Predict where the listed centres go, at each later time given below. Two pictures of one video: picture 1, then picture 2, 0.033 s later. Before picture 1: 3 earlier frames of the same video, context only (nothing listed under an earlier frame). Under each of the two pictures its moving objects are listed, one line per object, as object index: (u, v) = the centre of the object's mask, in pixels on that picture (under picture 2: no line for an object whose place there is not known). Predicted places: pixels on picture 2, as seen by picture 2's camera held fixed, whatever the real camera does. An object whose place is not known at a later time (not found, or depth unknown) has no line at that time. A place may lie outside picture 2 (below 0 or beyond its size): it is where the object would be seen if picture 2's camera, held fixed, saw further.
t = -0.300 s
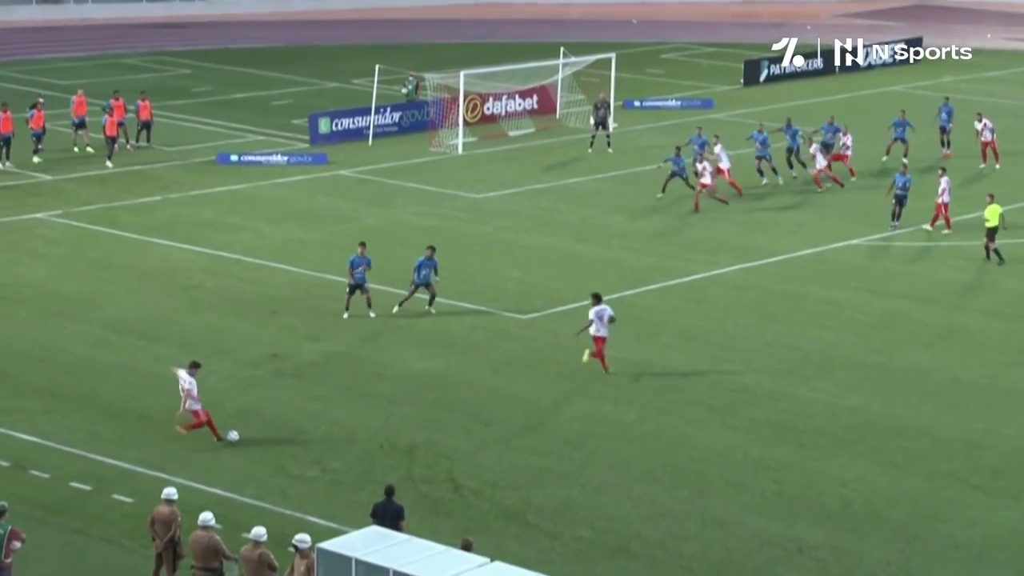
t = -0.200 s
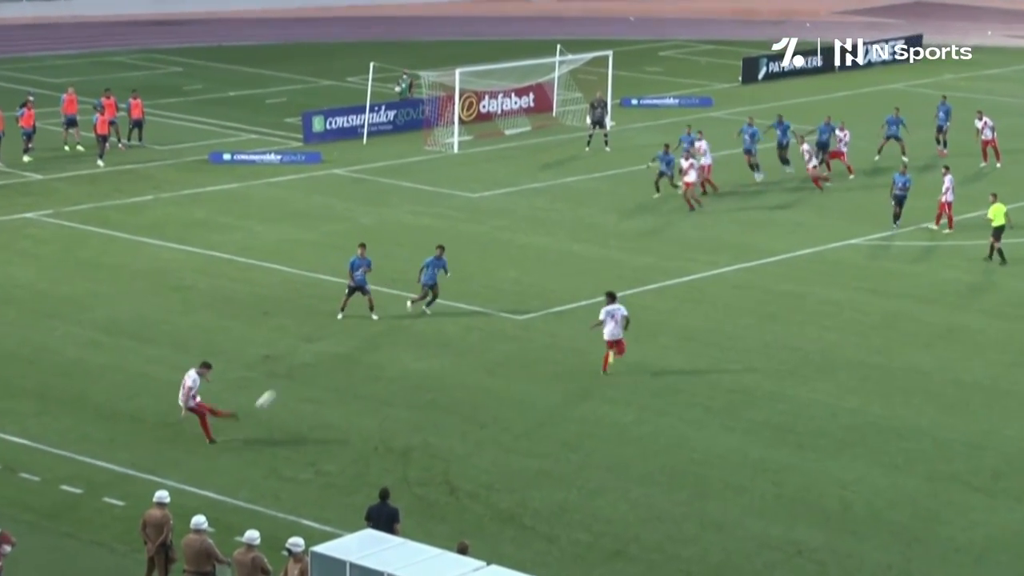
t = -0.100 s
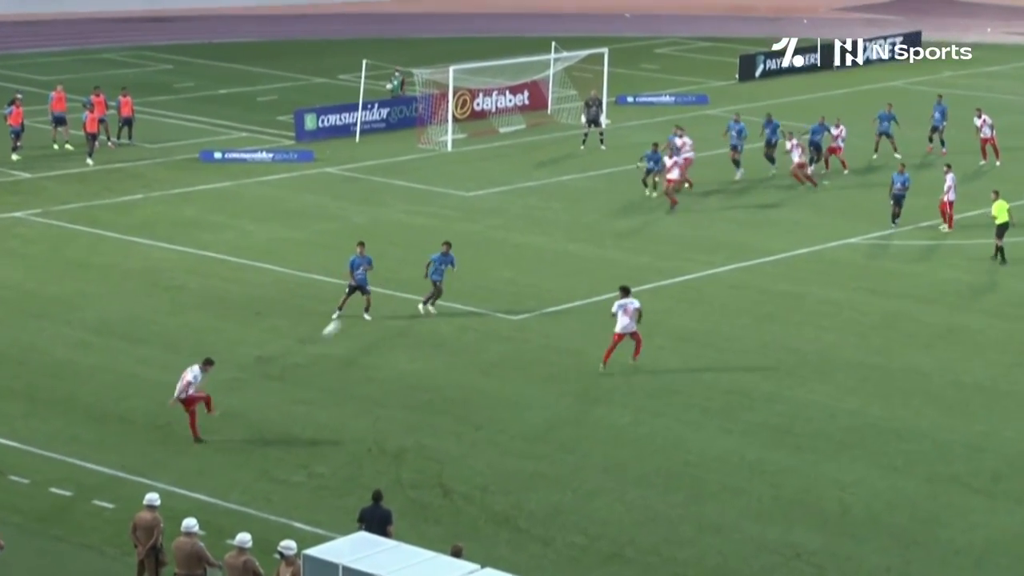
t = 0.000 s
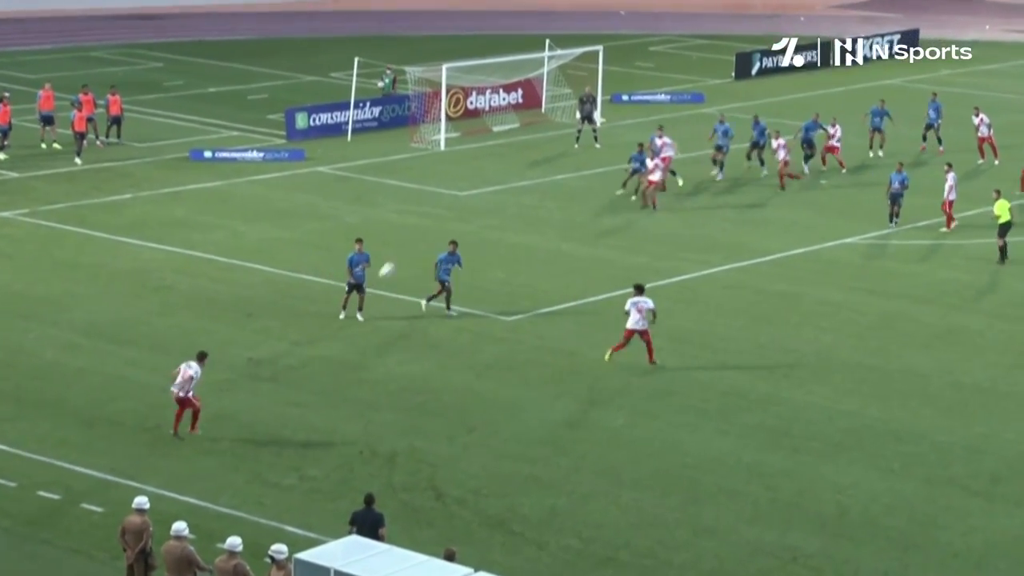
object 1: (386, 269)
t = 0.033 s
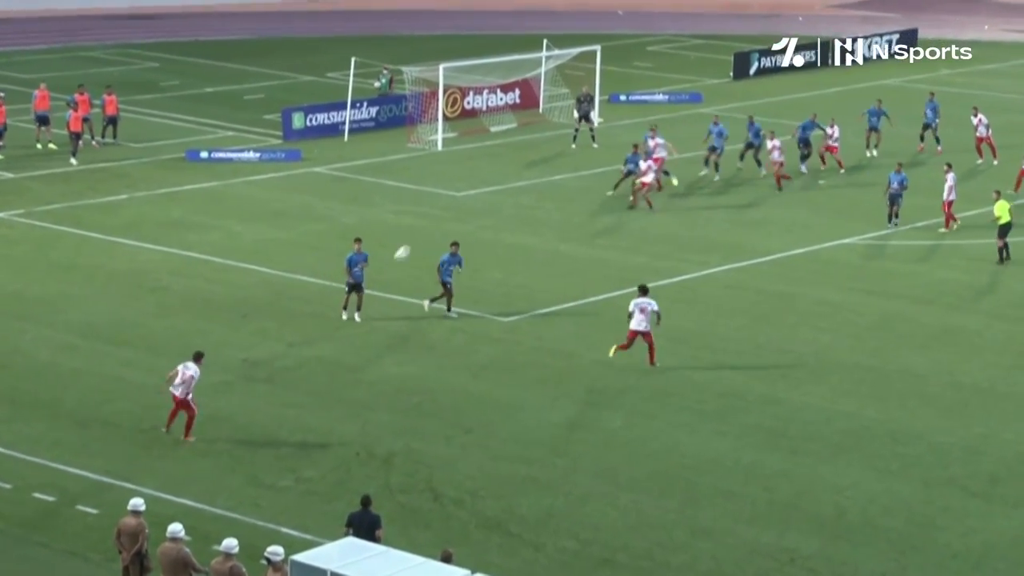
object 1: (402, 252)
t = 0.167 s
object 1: (466, 193)
